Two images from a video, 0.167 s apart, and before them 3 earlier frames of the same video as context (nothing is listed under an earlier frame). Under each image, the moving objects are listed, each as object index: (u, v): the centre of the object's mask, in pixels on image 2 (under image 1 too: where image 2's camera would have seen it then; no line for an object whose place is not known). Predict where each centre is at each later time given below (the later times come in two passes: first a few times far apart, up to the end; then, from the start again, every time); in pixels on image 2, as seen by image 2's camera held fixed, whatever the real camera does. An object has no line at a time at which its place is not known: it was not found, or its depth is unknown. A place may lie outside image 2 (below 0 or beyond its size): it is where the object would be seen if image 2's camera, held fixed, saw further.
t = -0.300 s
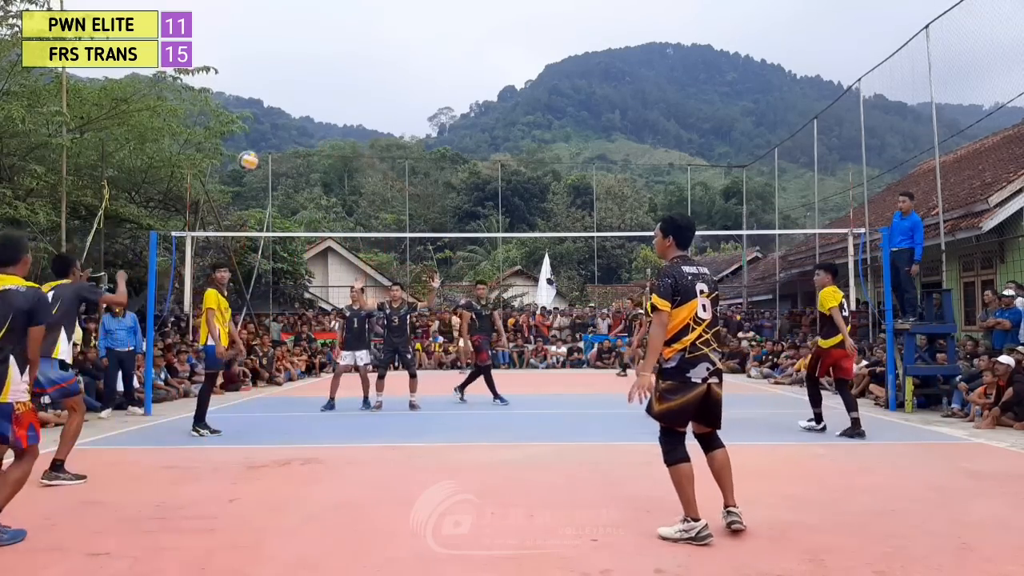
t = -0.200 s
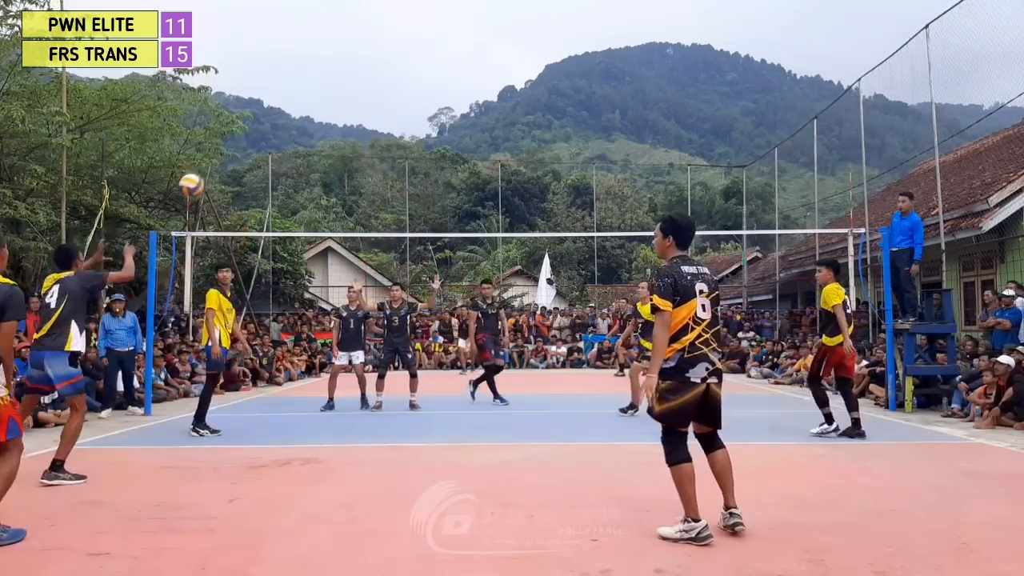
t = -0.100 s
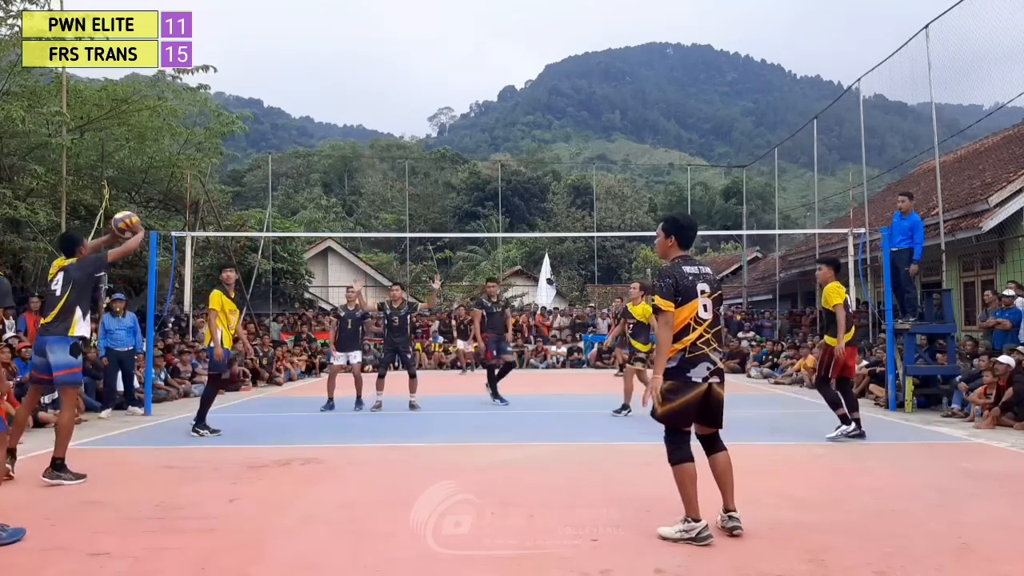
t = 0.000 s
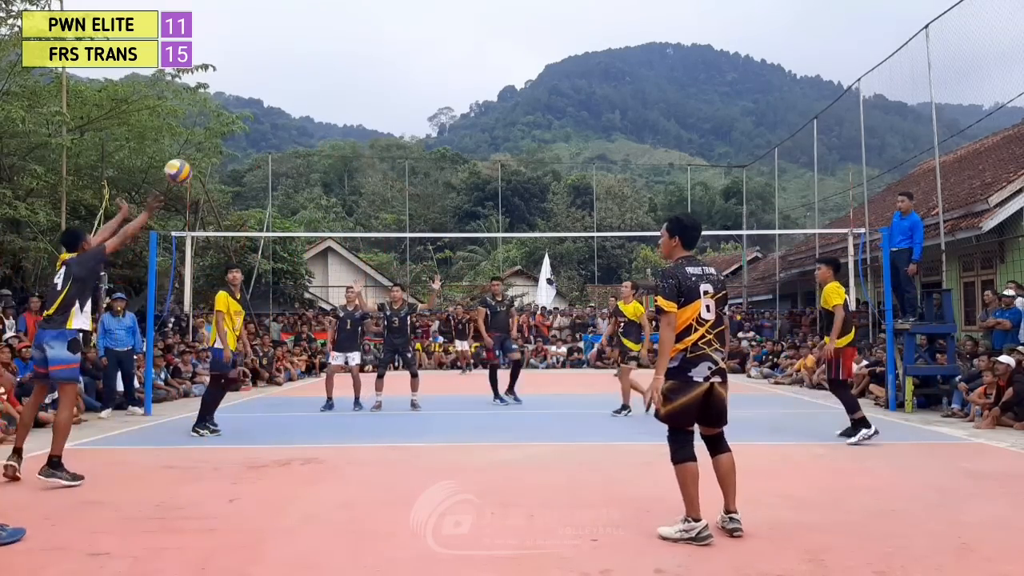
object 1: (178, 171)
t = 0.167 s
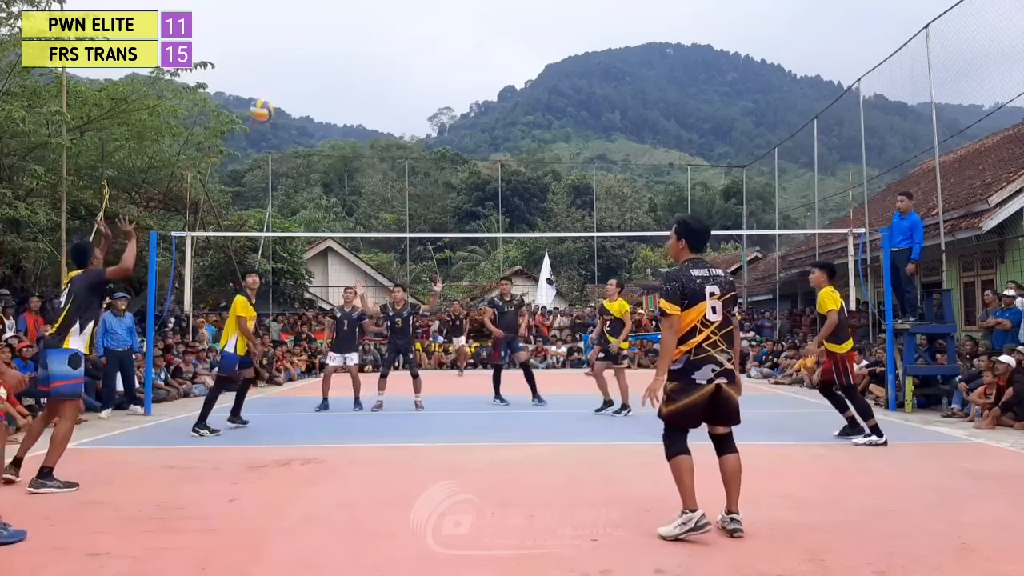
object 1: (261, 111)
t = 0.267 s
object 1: (304, 92)
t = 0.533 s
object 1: (399, 94)
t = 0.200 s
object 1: (276, 103)
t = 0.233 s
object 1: (290, 97)
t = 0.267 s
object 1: (304, 92)
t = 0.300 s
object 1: (317, 89)
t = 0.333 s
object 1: (330, 86)
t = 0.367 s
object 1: (343, 85)
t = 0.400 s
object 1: (355, 85)
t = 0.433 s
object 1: (366, 86)
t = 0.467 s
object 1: (377, 87)
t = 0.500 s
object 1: (389, 90)
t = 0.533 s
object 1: (399, 94)
